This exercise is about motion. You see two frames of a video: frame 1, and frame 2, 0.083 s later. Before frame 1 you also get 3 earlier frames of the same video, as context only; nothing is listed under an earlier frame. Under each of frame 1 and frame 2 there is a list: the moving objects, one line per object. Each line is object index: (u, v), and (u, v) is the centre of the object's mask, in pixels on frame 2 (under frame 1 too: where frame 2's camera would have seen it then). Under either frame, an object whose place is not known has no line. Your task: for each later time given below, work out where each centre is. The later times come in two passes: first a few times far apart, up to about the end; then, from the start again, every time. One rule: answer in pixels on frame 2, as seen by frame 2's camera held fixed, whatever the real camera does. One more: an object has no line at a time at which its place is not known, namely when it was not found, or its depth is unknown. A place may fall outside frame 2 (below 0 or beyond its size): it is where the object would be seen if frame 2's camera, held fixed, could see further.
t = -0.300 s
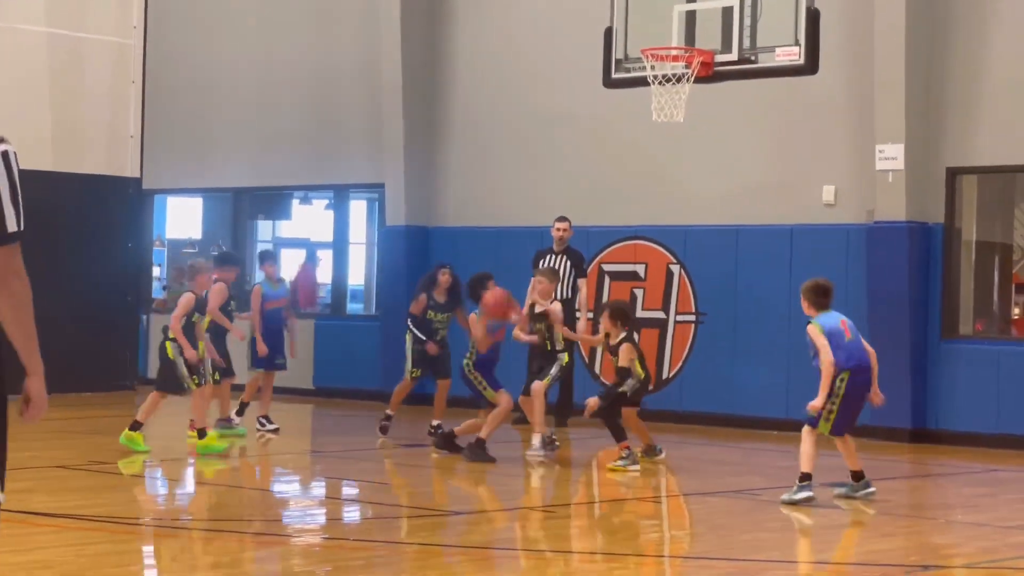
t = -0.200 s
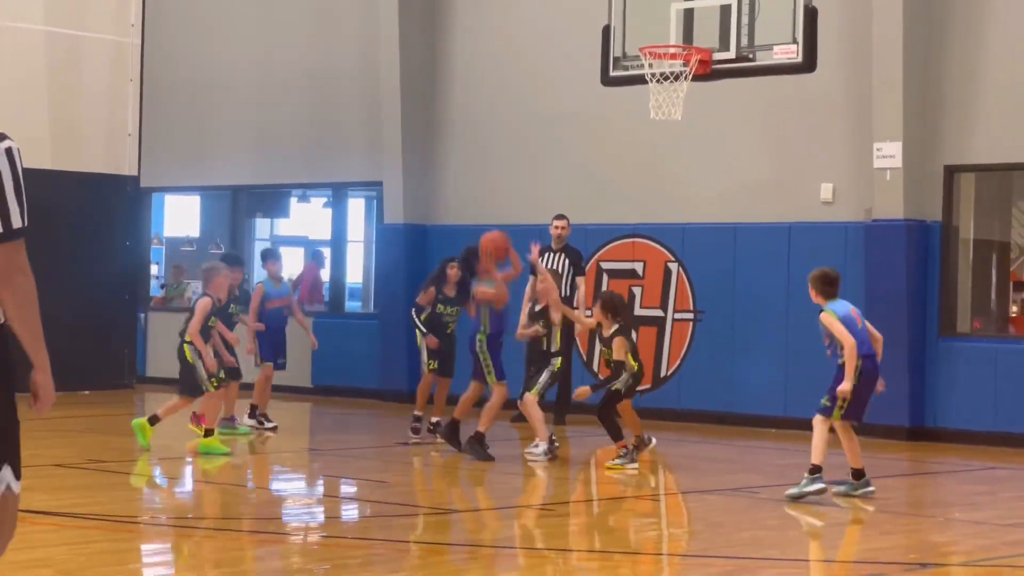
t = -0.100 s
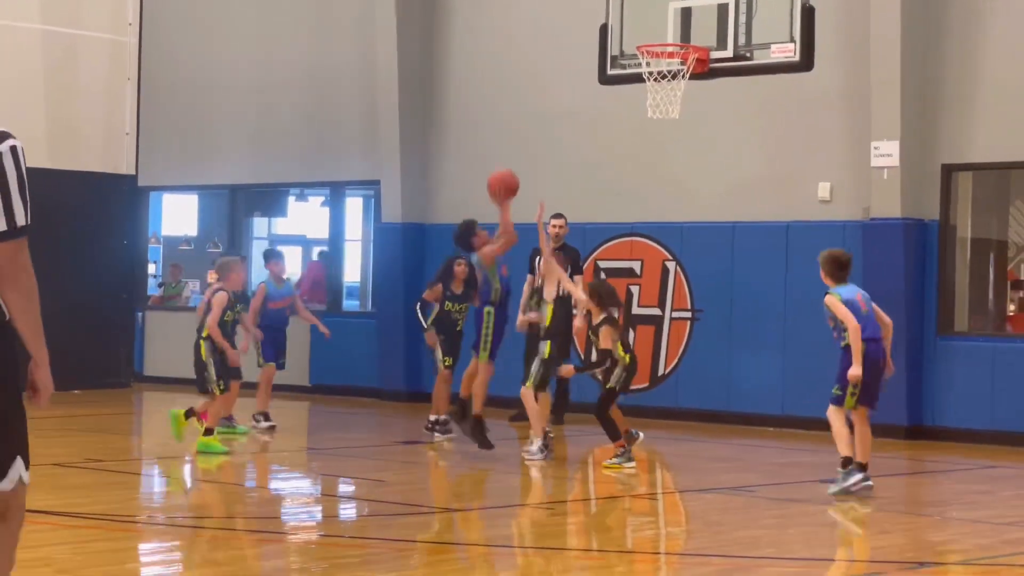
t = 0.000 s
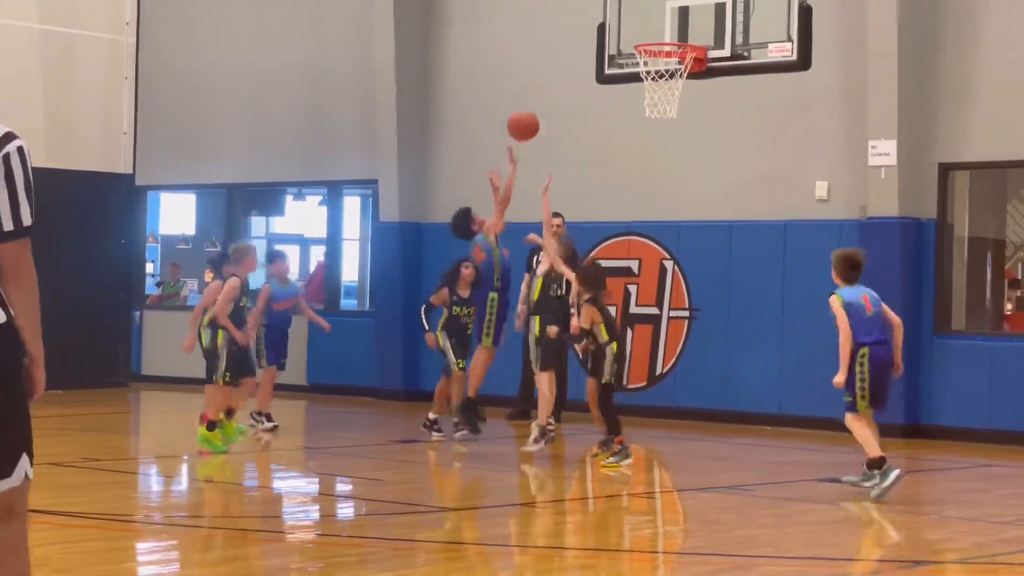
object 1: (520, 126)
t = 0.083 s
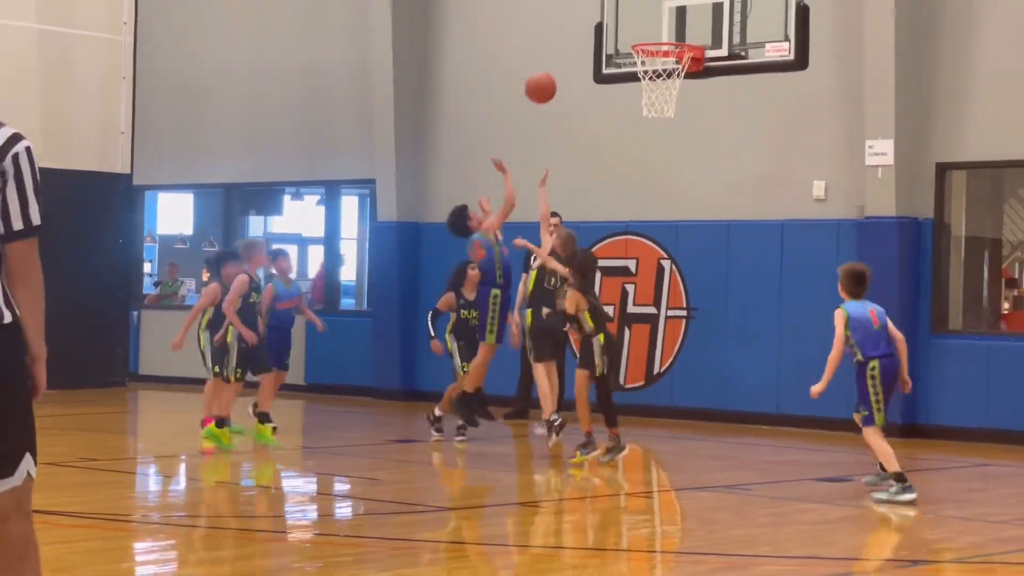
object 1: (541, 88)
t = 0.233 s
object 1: (575, 46)
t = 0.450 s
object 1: (620, 37)
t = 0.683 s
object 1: (596, 54)
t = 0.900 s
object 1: (575, 129)
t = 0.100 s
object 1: (545, 81)
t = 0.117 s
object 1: (548, 76)
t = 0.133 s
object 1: (552, 70)
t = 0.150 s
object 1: (556, 65)
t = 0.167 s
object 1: (560, 61)
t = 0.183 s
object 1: (564, 56)
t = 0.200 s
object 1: (568, 52)
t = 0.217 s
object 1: (571, 49)
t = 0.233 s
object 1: (575, 46)
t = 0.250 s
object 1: (579, 43)
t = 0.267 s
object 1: (582, 41)
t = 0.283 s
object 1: (586, 39)
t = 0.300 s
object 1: (589, 37)
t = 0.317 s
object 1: (593, 36)
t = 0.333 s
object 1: (597, 35)
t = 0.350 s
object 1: (600, 34)
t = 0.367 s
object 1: (604, 34)
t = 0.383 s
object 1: (608, 34)
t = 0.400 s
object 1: (611, 35)
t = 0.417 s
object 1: (614, 35)
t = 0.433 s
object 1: (618, 37)
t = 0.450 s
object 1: (620, 37)
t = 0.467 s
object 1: (618, 37)
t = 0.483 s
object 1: (617, 36)
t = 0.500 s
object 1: (615, 35)
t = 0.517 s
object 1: (613, 35)
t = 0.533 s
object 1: (611, 36)
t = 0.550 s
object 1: (610, 36)
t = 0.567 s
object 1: (608, 37)
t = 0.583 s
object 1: (607, 38)
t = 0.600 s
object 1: (605, 40)
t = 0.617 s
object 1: (604, 42)
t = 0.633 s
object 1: (602, 44)
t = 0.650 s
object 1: (601, 47)
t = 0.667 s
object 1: (598, 50)
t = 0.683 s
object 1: (596, 54)
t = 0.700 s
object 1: (595, 58)
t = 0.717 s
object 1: (593, 62)
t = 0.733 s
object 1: (592, 67)
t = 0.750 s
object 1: (590, 71)
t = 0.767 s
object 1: (588, 76)
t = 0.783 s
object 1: (586, 82)
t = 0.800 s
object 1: (585, 88)
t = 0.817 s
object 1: (583, 94)
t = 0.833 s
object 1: (581, 100)
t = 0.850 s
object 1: (580, 107)
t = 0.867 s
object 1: (578, 114)
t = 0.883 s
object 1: (576, 122)
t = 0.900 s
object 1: (575, 129)
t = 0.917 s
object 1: (573, 138)
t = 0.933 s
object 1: (571, 146)
